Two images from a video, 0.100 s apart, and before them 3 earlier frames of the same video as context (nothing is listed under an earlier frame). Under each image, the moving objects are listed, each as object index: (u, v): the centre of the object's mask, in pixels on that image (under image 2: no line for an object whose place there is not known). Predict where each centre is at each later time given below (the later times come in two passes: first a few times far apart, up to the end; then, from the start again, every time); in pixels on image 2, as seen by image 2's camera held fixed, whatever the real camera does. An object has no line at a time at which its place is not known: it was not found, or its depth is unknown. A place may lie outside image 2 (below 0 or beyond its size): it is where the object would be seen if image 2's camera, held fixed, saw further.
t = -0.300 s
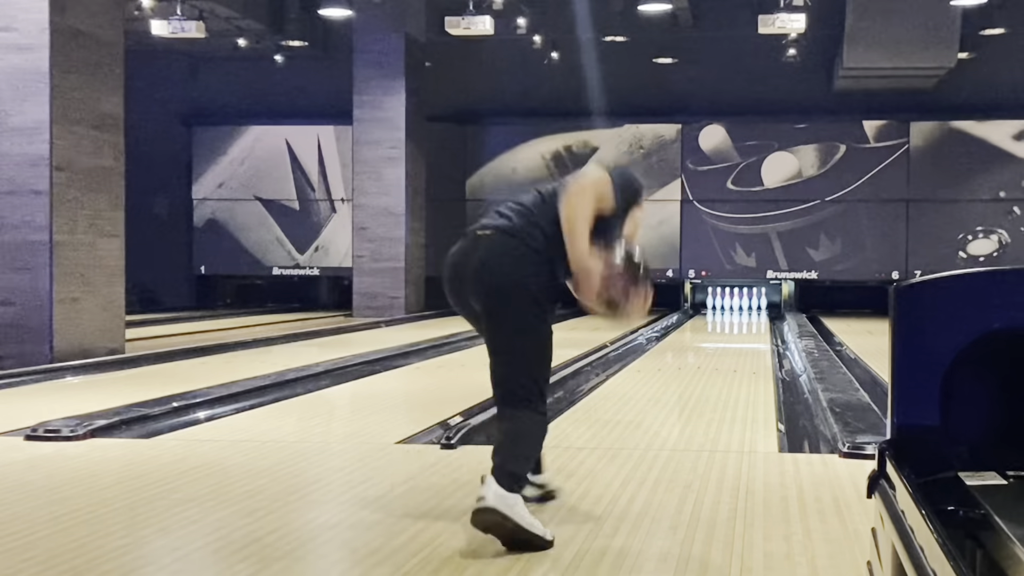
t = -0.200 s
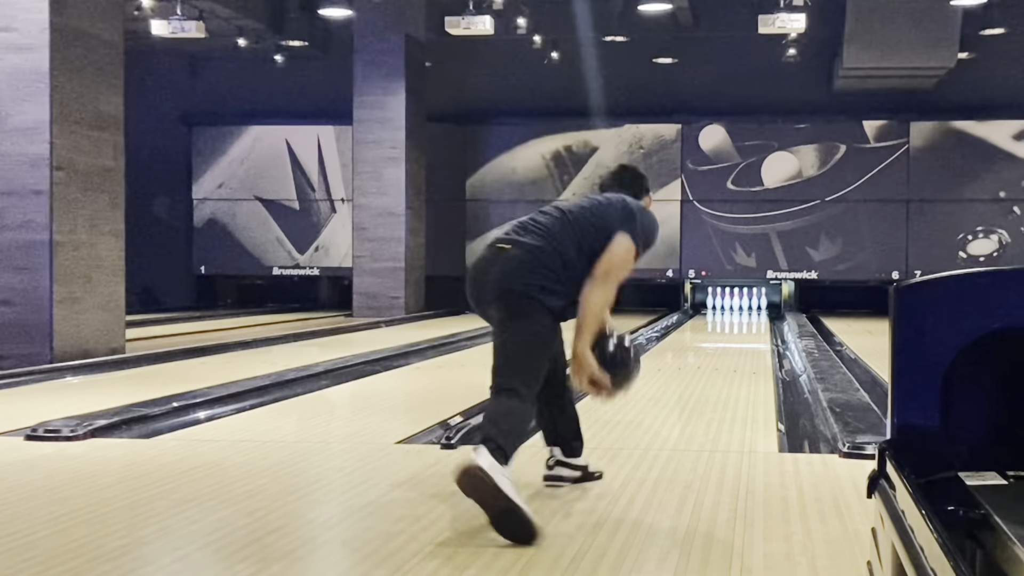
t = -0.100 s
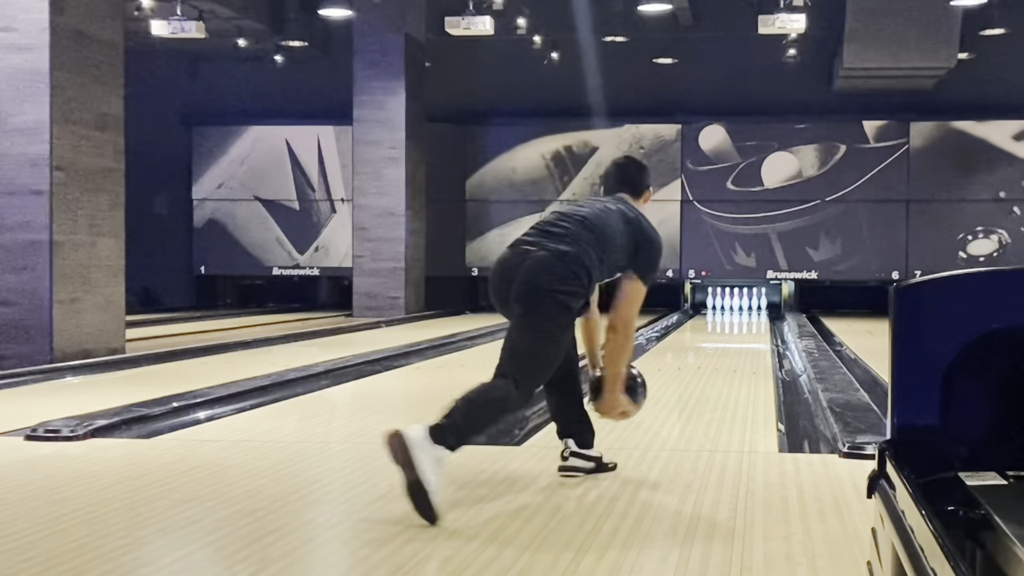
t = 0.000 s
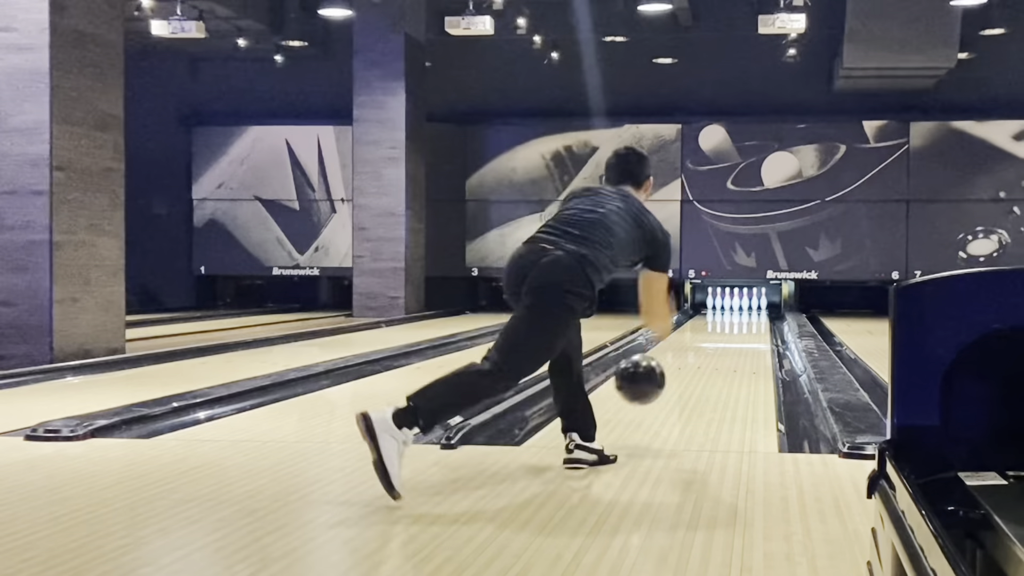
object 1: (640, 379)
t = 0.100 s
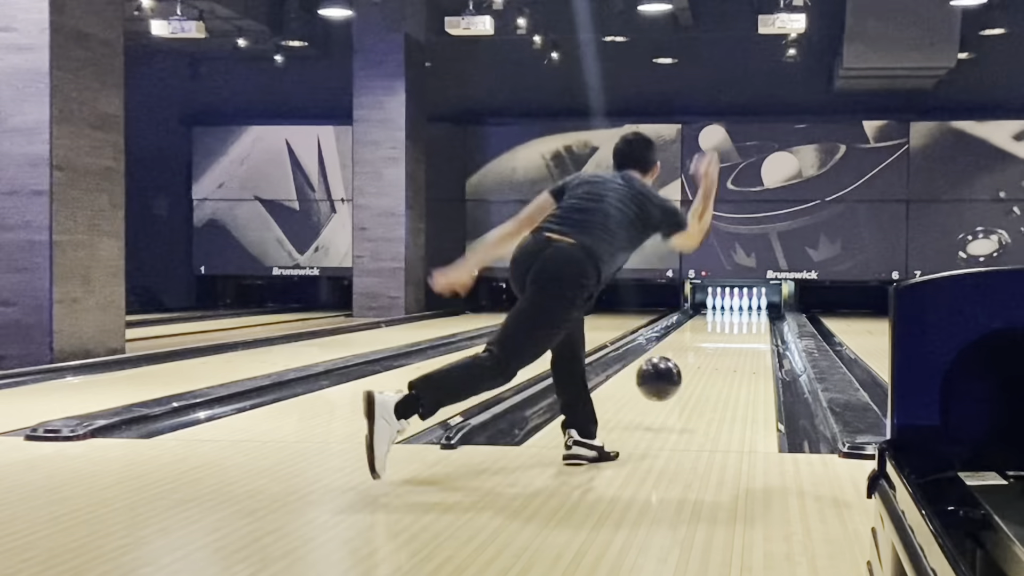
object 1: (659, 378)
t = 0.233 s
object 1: (678, 384)
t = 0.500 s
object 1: (704, 362)
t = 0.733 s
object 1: (719, 348)
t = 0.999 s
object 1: (731, 337)
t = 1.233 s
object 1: (738, 329)
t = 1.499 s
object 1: (744, 322)
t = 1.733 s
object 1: (749, 316)
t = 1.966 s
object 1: (751, 312)
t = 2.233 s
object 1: (750, 309)
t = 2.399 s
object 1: (747, 307)
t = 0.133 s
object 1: (664, 383)
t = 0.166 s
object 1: (669, 389)
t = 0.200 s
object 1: (674, 389)
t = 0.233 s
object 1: (678, 384)
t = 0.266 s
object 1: (682, 381)
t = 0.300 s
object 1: (686, 379)
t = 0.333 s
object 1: (690, 376)
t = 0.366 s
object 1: (693, 373)
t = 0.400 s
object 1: (696, 370)
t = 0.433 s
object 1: (699, 367)
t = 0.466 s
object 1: (702, 365)
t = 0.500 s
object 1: (704, 362)
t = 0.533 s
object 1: (707, 359)
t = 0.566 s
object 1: (709, 358)
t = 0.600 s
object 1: (711, 355)
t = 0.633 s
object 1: (714, 353)
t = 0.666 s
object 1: (716, 352)
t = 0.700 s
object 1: (718, 350)
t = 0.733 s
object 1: (719, 348)
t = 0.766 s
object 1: (721, 347)
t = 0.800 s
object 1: (723, 345)
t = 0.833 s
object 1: (724, 344)
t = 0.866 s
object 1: (726, 342)
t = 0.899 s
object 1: (727, 341)
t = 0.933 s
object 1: (729, 339)
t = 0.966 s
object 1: (730, 338)
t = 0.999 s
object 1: (731, 337)
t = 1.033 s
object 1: (732, 335)
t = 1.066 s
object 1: (733, 334)
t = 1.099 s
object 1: (734, 333)
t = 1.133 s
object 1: (735, 332)
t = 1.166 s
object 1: (737, 331)
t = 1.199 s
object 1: (737, 330)
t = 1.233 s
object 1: (738, 329)
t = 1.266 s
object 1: (739, 328)
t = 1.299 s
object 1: (740, 327)
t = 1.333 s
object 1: (741, 326)
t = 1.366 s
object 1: (741, 325)
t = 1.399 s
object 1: (742, 324)
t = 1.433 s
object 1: (743, 323)
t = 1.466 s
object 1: (744, 322)
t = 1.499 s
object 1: (744, 322)
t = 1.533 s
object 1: (745, 321)
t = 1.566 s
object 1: (746, 320)
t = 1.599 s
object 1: (746, 320)
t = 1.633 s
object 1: (747, 319)
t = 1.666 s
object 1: (748, 318)
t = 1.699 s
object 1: (748, 317)
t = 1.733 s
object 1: (749, 316)
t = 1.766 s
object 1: (749, 316)
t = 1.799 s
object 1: (749, 315)
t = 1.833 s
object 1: (750, 314)
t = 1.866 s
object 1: (750, 314)
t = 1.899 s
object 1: (750, 313)
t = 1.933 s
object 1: (751, 313)
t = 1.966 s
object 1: (751, 312)
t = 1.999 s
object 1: (751, 312)
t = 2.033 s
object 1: (751, 312)
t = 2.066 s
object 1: (751, 311)
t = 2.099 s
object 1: (751, 311)
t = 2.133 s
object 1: (751, 310)
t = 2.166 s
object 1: (750, 310)
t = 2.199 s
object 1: (750, 309)
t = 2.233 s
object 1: (750, 309)
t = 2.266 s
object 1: (749, 309)
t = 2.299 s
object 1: (749, 308)
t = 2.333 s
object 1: (748, 308)
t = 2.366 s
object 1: (748, 307)
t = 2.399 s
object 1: (747, 307)
